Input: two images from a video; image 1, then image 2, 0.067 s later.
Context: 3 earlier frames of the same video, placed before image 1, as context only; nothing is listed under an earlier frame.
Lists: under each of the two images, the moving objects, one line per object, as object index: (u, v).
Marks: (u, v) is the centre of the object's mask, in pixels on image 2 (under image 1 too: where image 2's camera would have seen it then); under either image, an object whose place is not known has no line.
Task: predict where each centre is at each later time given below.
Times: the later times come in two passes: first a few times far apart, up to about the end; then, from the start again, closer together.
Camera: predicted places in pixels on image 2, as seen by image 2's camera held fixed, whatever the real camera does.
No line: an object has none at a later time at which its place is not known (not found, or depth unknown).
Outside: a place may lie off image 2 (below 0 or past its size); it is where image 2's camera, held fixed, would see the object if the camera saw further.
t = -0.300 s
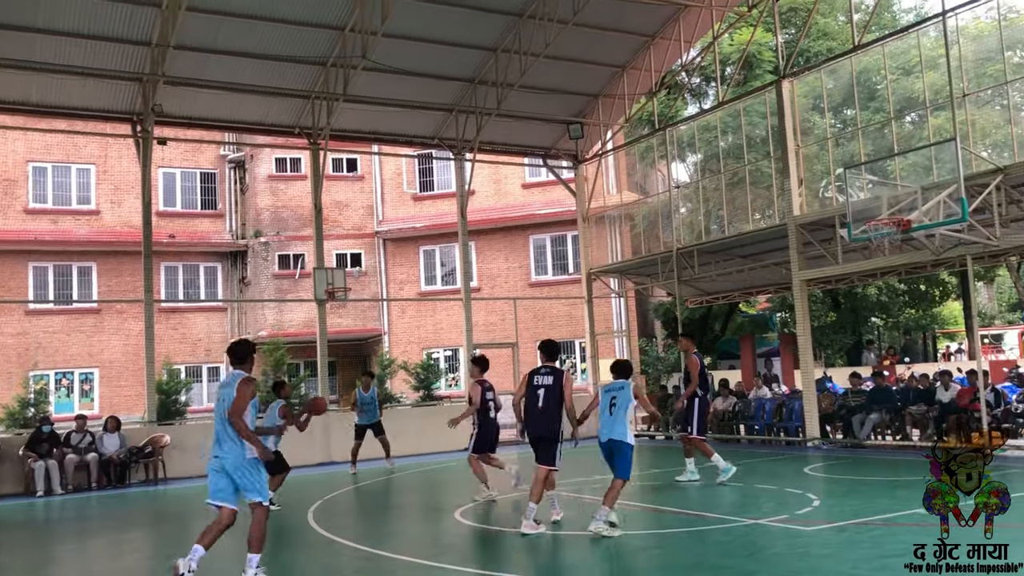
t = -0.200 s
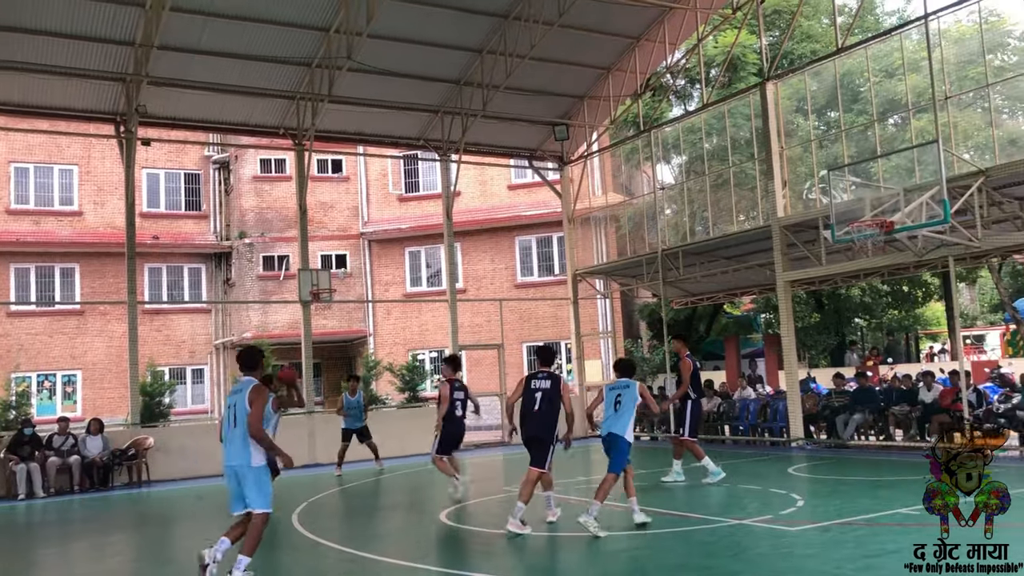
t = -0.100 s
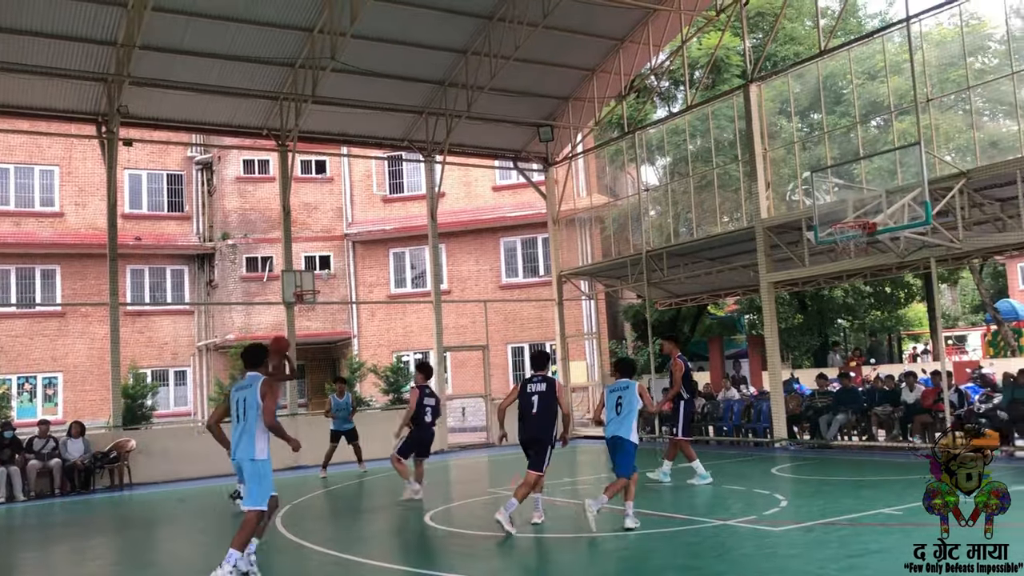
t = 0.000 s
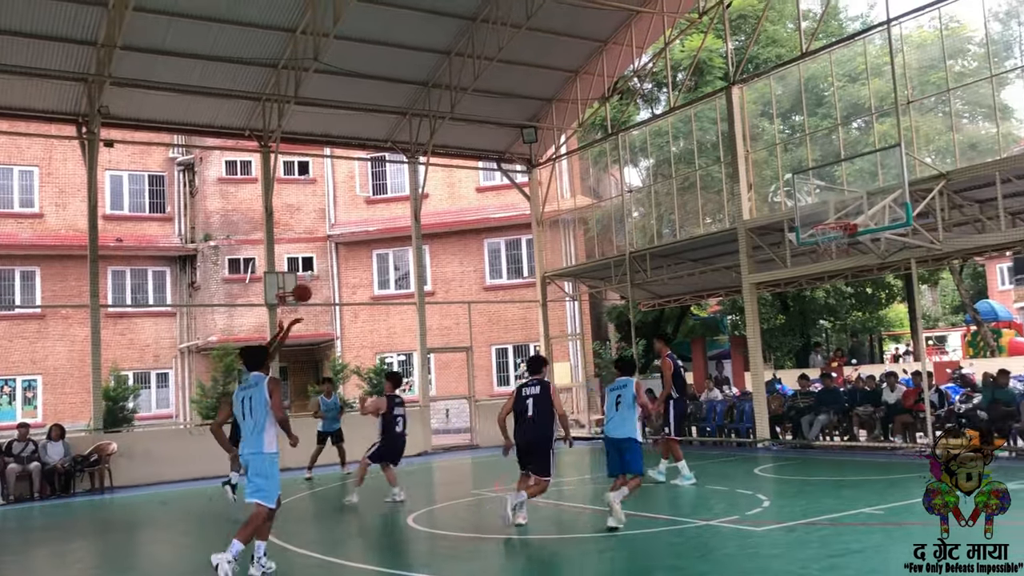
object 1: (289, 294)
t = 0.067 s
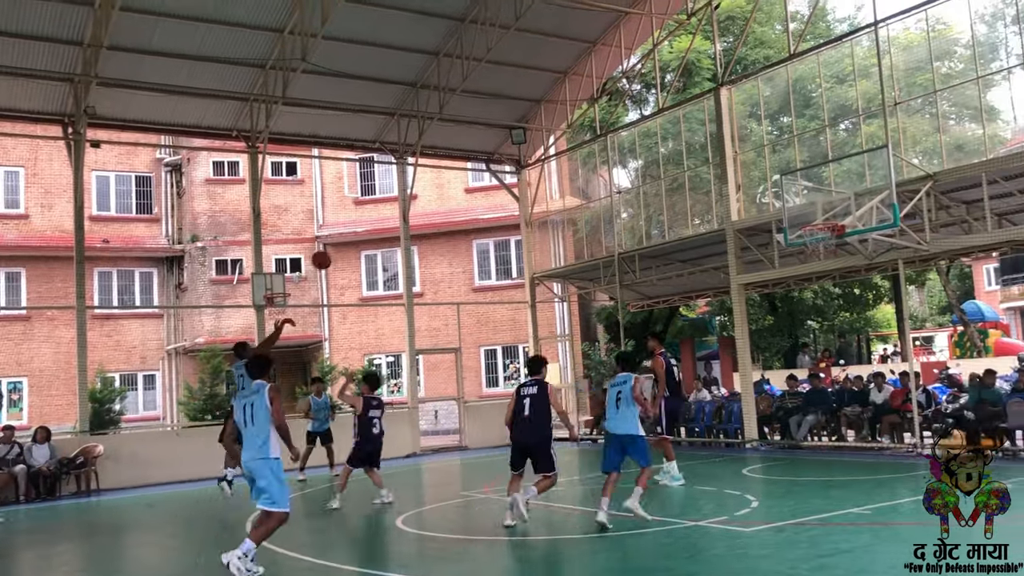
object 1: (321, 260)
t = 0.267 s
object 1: (413, 182)
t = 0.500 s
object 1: (516, 135)
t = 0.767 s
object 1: (628, 128)
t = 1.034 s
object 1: (741, 173)
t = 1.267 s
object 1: (829, 235)
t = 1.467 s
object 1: (838, 280)
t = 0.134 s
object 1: (352, 230)
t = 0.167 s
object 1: (367, 217)
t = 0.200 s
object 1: (383, 205)
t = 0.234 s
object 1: (398, 193)
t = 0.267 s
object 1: (413, 182)
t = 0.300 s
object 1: (427, 173)
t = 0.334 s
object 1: (442, 165)
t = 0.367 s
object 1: (456, 157)
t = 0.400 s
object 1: (471, 150)
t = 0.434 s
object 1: (485, 143)
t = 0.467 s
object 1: (500, 138)
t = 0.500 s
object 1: (516, 135)
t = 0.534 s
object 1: (528, 130)
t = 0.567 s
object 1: (543, 127)
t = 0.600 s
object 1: (557, 125)
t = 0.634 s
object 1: (572, 124)
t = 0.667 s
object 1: (585, 124)
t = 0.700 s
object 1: (599, 125)
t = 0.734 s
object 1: (613, 126)
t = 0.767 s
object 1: (628, 128)
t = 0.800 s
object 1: (642, 131)
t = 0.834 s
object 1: (656, 135)
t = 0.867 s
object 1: (670, 139)
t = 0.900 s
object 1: (684, 145)
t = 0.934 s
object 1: (698, 151)
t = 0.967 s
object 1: (713, 157)
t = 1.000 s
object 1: (726, 164)
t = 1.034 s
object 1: (741, 173)
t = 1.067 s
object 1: (755, 182)
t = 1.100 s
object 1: (770, 192)
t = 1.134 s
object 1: (784, 203)
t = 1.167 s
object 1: (798, 215)
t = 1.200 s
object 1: (811, 224)
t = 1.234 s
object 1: (825, 230)
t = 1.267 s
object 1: (829, 235)
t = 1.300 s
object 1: (832, 243)
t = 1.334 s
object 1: (833, 249)
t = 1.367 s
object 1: (834, 253)
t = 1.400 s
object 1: (836, 261)
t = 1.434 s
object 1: (836, 269)
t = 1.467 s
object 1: (838, 280)
